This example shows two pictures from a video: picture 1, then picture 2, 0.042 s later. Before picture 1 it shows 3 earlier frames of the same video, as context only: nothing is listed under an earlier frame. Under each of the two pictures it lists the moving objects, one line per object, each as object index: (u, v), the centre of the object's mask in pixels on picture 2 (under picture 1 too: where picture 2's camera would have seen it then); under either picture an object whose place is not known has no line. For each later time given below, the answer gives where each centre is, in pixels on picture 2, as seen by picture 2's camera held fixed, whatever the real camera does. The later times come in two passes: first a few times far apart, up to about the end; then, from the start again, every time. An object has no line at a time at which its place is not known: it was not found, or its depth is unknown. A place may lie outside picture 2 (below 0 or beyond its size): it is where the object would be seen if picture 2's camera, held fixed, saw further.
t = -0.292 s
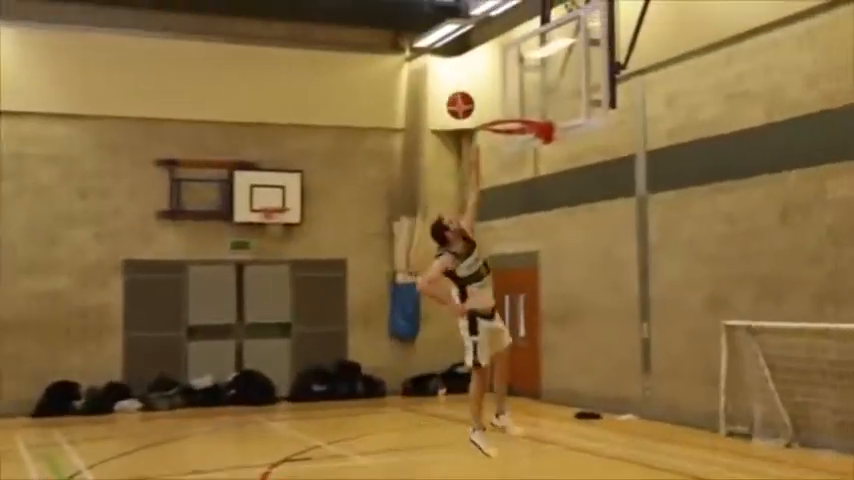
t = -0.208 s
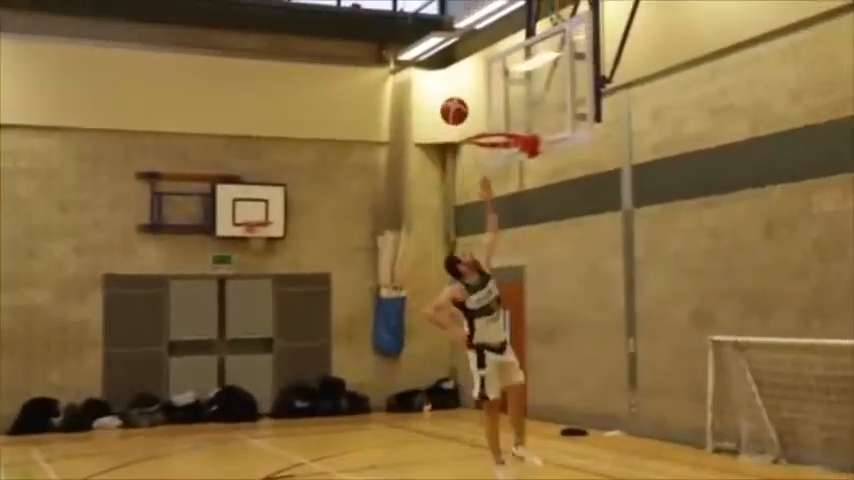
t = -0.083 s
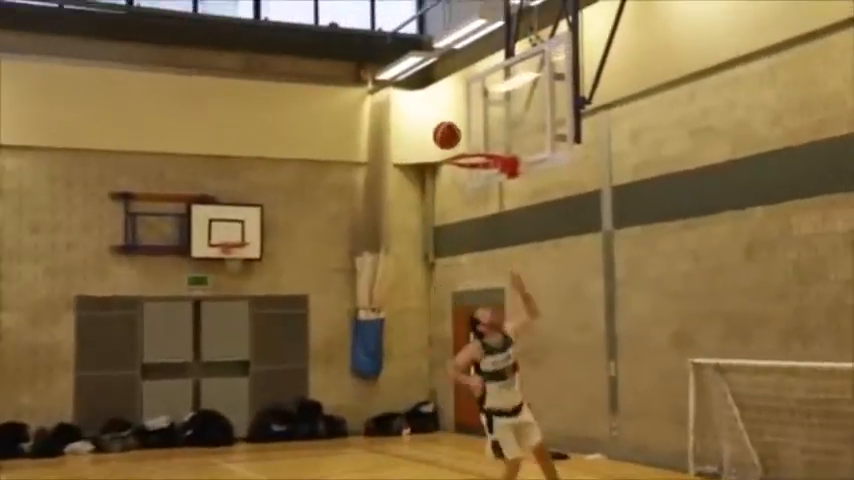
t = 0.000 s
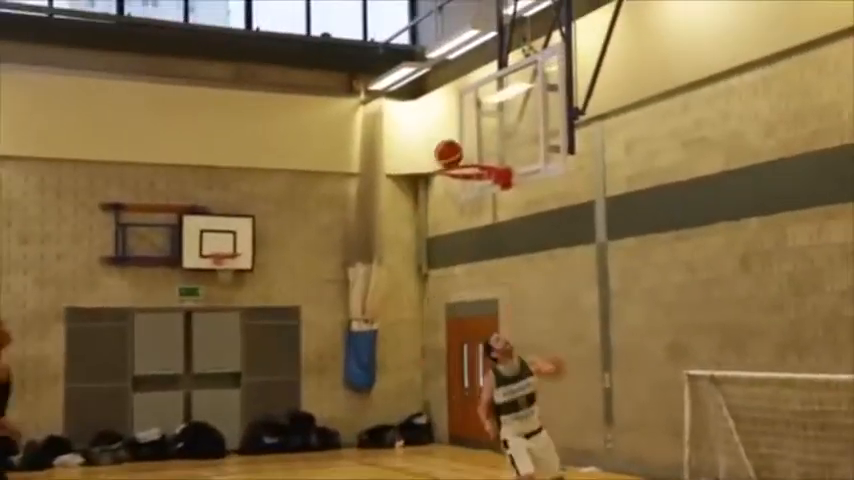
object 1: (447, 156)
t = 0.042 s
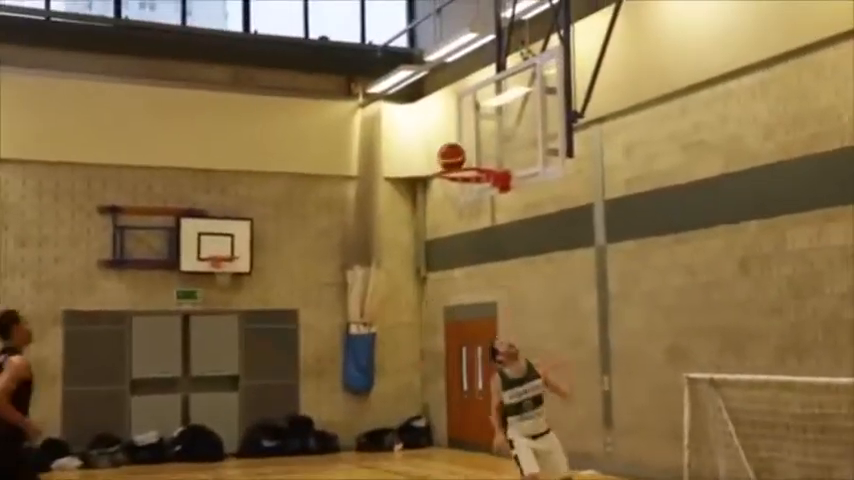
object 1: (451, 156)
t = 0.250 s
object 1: (473, 187)
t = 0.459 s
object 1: (479, 205)
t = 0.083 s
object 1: (455, 158)
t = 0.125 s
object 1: (460, 161)
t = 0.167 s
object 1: (464, 164)
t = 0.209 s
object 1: (466, 178)
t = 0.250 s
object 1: (473, 187)
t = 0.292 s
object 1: (477, 193)
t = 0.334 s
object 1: (479, 198)
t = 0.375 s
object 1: (480, 199)
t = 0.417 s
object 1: (479, 201)
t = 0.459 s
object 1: (479, 205)
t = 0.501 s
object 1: (477, 209)
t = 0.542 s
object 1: (476, 214)
